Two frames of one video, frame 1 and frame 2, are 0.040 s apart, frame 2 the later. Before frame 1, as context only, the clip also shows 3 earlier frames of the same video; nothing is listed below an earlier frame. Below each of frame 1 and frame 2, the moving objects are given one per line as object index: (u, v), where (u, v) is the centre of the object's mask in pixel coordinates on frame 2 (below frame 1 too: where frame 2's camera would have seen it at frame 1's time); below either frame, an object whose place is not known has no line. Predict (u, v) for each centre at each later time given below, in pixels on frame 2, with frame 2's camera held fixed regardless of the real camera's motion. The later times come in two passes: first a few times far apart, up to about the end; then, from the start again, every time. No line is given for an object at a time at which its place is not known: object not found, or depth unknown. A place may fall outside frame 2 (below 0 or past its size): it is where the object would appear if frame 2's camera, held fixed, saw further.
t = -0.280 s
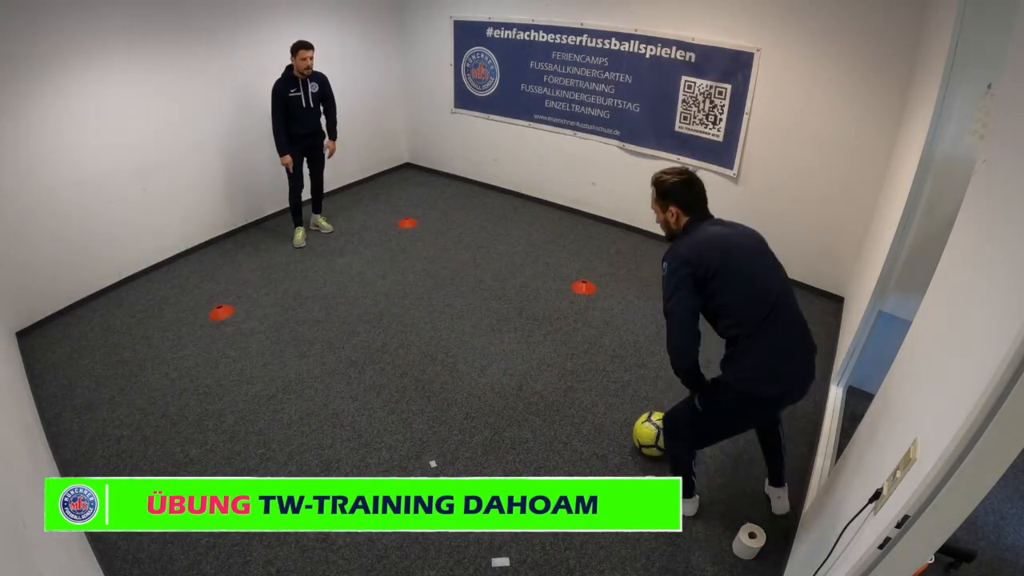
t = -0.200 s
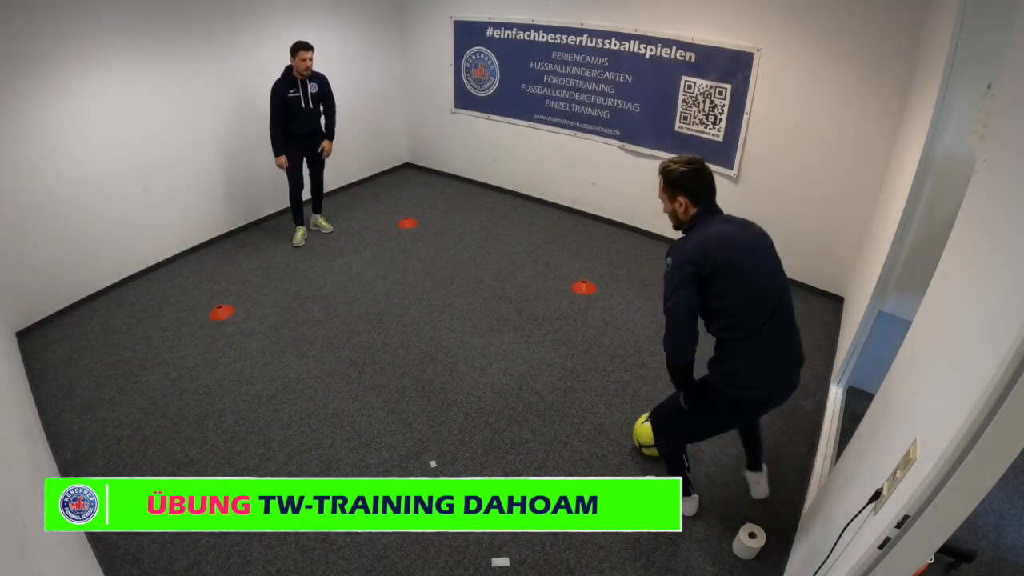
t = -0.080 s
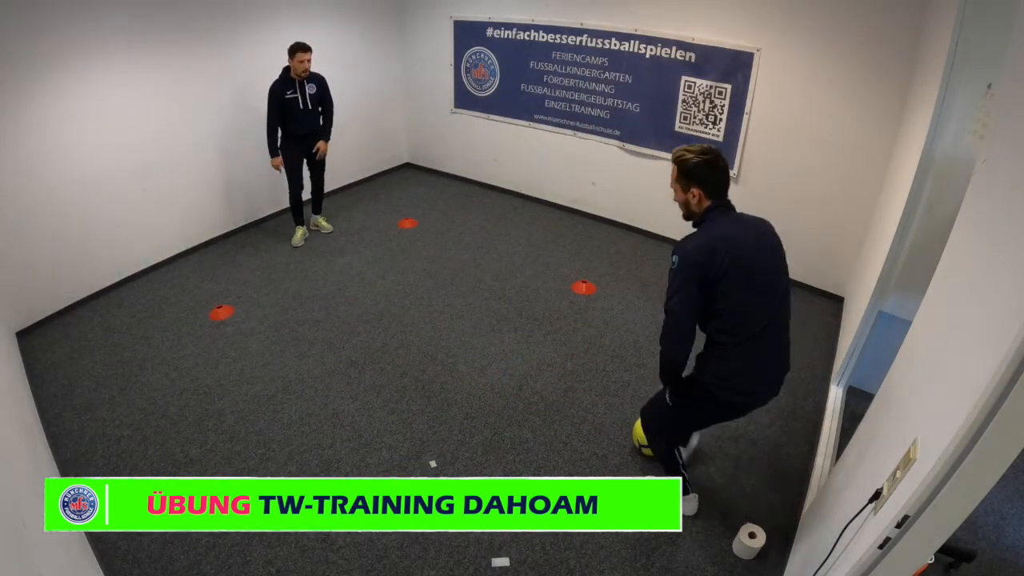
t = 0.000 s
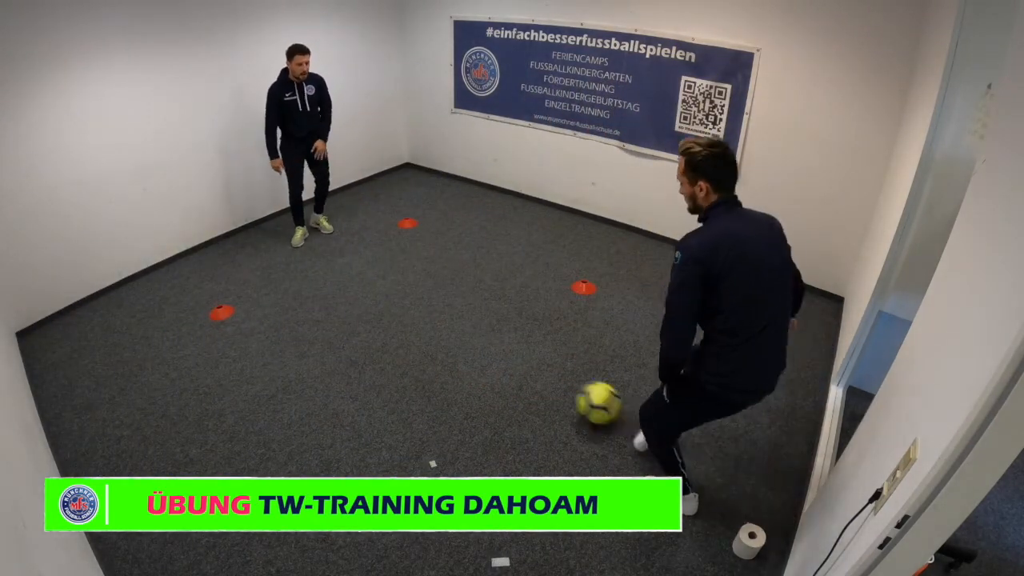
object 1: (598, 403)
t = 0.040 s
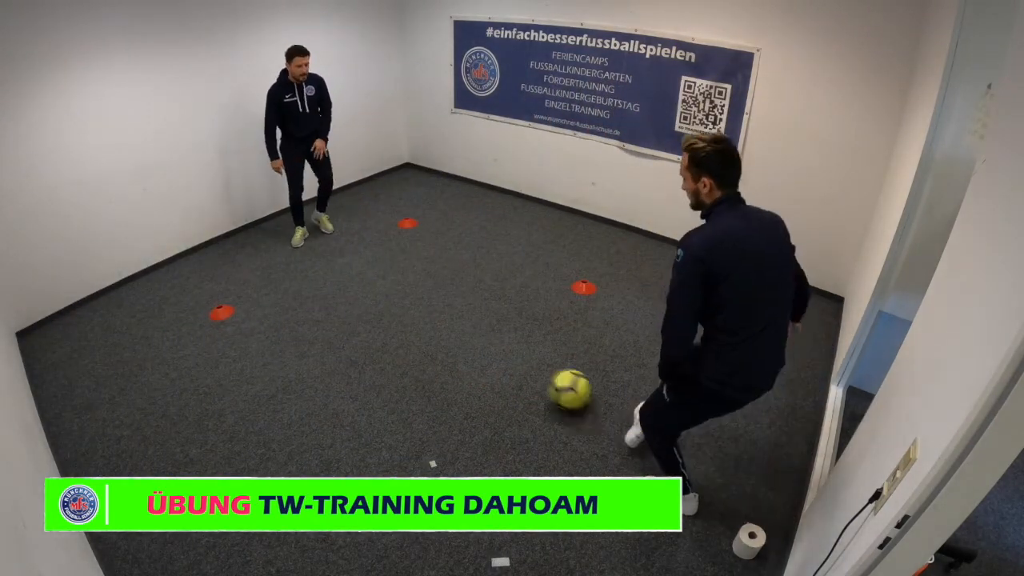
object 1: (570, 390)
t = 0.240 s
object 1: (466, 335)
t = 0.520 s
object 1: (376, 286)
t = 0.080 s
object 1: (545, 376)
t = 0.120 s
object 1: (523, 364)
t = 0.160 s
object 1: (501, 354)
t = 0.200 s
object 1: (483, 344)
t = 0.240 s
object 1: (466, 335)
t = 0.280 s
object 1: (451, 327)
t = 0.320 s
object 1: (436, 319)
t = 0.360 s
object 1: (424, 312)
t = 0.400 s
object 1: (410, 305)
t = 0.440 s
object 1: (399, 298)
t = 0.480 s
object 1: (387, 292)
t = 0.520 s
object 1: (376, 286)
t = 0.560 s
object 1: (366, 280)
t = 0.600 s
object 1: (356, 274)
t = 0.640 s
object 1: (346, 269)
